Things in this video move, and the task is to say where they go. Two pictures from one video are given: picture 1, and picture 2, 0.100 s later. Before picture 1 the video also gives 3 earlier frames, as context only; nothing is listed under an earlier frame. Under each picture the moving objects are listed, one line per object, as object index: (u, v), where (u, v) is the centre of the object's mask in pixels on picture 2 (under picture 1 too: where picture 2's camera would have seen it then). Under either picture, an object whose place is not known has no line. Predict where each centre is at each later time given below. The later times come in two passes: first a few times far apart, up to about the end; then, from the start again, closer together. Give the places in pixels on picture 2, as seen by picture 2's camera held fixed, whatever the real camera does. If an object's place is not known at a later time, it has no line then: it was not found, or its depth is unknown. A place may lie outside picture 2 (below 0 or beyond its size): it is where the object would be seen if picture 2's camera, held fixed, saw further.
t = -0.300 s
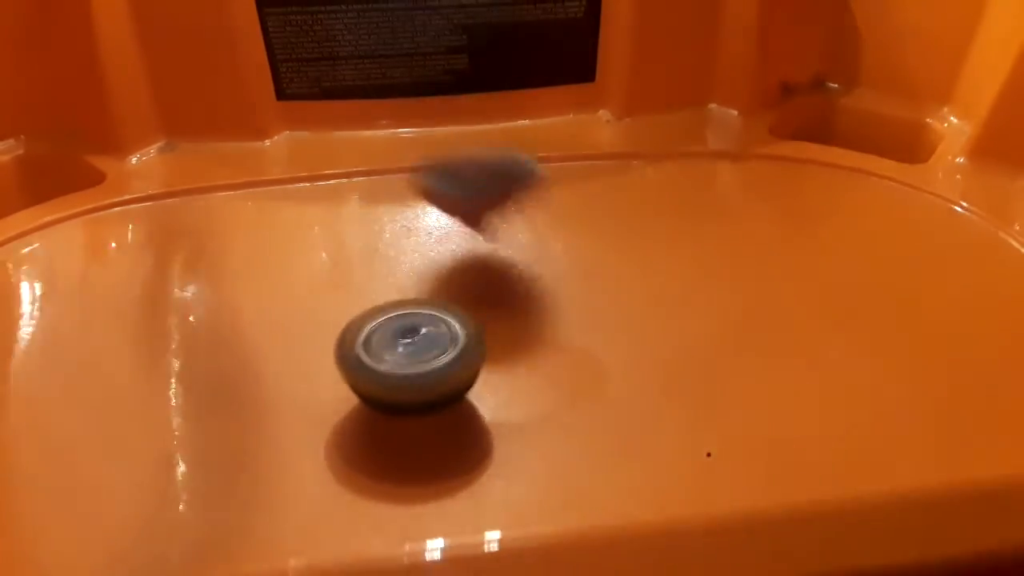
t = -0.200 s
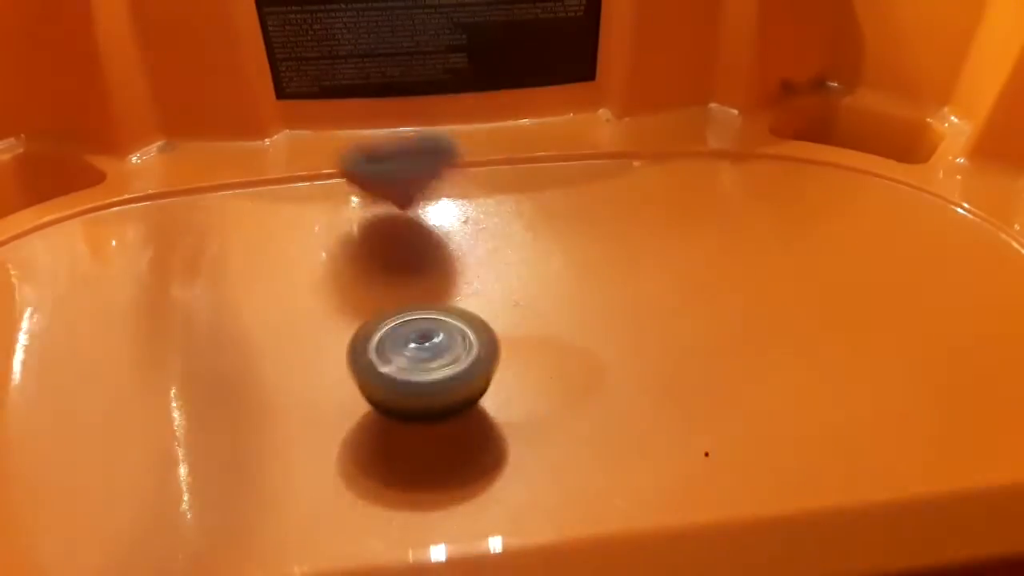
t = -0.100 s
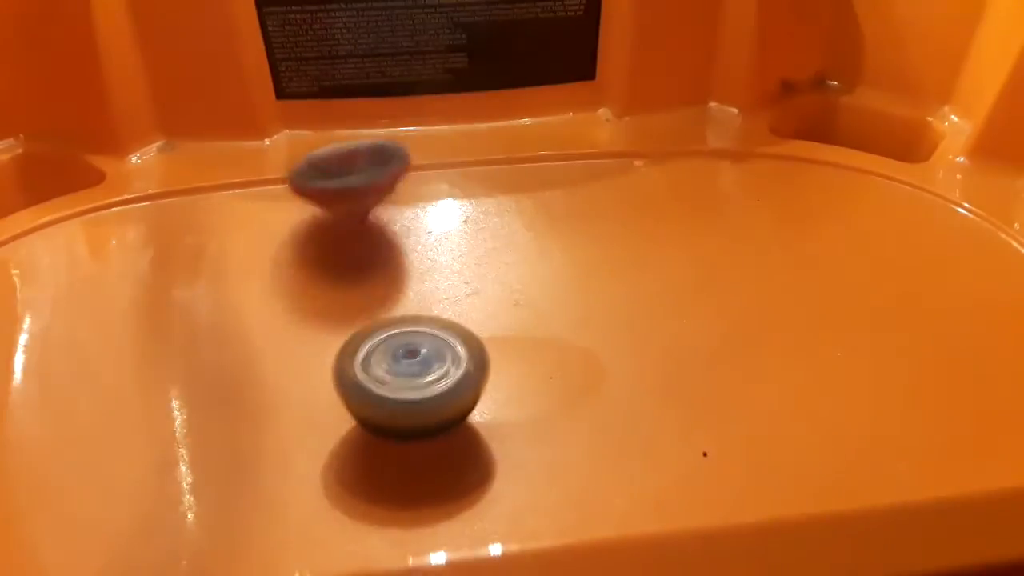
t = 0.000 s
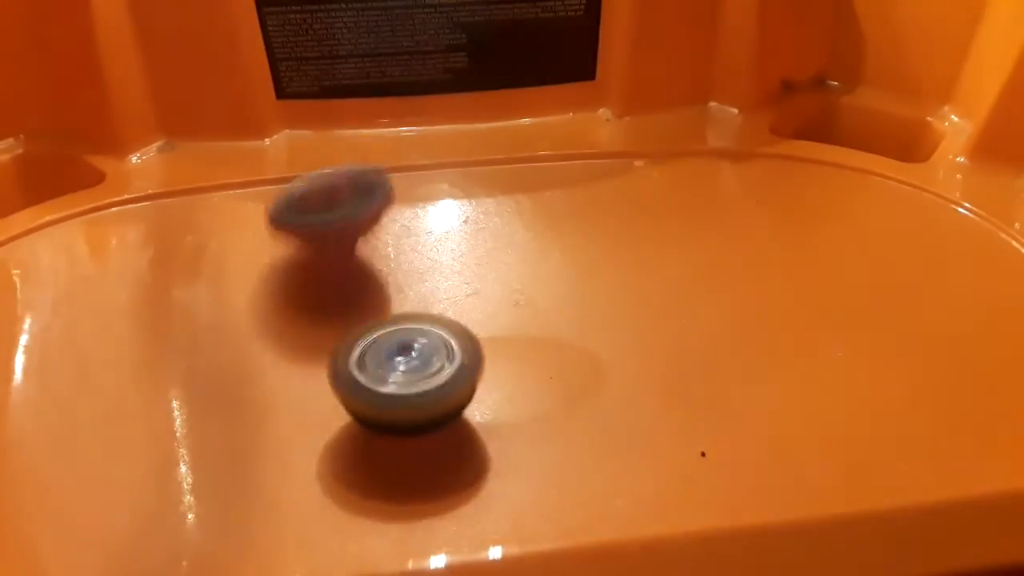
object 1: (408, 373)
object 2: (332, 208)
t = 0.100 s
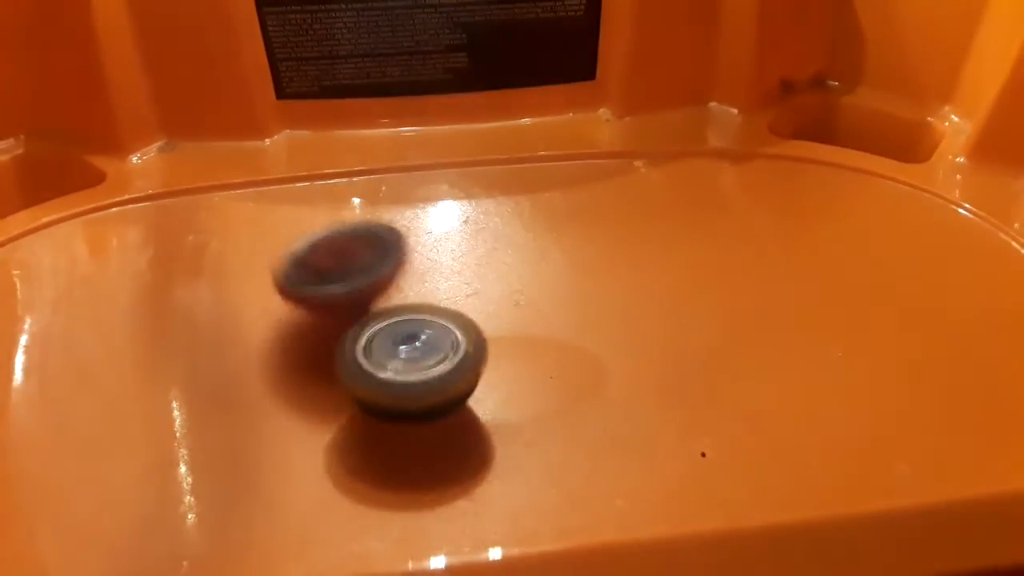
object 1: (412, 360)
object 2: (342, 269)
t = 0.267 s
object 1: (434, 382)
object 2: (335, 290)
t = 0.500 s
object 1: (456, 365)
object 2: (441, 240)
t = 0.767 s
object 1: (457, 378)
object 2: (560, 185)
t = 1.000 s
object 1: (456, 377)
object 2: (671, 197)
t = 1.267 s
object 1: (453, 376)
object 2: (591, 299)
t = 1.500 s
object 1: (367, 415)
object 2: (543, 265)
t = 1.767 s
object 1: (385, 410)
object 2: (537, 268)
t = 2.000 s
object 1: (393, 401)
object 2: (469, 294)
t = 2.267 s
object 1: (372, 423)
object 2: (424, 268)
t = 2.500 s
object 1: (394, 411)
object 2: (444, 270)
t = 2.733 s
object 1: (421, 406)
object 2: (431, 294)
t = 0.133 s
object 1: (418, 364)
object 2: (345, 278)
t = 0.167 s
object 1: (428, 372)
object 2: (338, 284)
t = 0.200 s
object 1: (432, 380)
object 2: (333, 281)
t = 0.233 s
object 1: (434, 383)
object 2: (333, 290)
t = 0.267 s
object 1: (434, 382)
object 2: (335, 290)
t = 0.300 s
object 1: (434, 380)
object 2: (342, 287)
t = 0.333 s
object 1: (436, 377)
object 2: (352, 283)
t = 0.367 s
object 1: (436, 373)
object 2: (369, 273)
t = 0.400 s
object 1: (439, 369)
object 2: (386, 269)
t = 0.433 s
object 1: (444, 367)
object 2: (405, 260)
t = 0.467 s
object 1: (449, 366)
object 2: (425, 251)
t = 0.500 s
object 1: (456, 365)
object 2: (441, 240)
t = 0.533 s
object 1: (459, 366)
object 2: (457, 227)
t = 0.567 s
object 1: (462, 366)
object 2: (472, 217)
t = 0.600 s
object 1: (462, 369)
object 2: (488, 207)
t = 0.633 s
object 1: (461, 371)
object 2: (504, 200)
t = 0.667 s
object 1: (460, 373)
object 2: (519, 194)
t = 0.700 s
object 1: (459, 375)
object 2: (532, 190)
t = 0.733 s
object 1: (458, 377)
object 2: (545, 188)
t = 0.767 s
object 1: (457, 378)
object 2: (560, 185)
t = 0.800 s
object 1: (456, 378)
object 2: (576, 181)
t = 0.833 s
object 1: (455, 378)
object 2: (593, 180)
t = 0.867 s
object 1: (455, 377)
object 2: (610, 181)
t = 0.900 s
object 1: (455, 377)
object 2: (627, 182)
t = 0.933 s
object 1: (455, 377)
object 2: (643, 182)
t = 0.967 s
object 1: (456, 376)
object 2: (659, 189)
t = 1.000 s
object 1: (456, 377)
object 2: (671, 197)
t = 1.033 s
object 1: (457, 377)
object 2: (679, 208)
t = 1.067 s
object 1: (458, 378)
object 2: (681, 220)
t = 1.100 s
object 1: (457, 378)
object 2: (678, 235)
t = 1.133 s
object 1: (457, 378)
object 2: (668, 250)
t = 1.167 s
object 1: (455, 378)
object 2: (655, 264)
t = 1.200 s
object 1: (454, 377)
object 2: (637, 278)
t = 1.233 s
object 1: (454, 376)
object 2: (615, 290)
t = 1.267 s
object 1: (453, 376)
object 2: (591, 299)
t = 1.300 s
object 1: (450, 377)
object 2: (567, 303)
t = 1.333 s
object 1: (423, 391)
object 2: (559, 290)
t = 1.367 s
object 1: (399, 404)
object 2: (554, 280)
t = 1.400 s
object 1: (380, 413)
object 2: (550, 275)
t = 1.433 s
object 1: (370, 416)
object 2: (548, 272)
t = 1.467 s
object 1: (367, 416)
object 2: (545, 268)
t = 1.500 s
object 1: (367, 415)
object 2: (543, 265)
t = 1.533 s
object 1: (369, 414)
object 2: (543, 263)
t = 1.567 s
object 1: (371, 414)
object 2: (543, 260)
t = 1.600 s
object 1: (374, 414)
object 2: (543, 259)
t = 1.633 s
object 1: (376, 413)
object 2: (542, 258)
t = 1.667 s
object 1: (379, 412)
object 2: (542, 259)
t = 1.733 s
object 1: (383, 411)
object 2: (540, 264)
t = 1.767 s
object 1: (385, 410)
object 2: (537, 268)
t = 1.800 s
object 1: (387, 409)
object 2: (532, 271)
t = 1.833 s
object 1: (388, 407)
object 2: (526, 276)
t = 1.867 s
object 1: (390, 406)
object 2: (519, 280)
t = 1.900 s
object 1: (390, 406)
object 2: (512, 285)
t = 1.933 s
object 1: (391, 404)
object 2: (502, 289)
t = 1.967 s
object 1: (392, 403)
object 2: (488, 291)
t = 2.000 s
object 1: (393, 401)
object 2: (469, 294)
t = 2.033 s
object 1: (394, 400)
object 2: (451, 297)
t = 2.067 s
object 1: (391, 405)
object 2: (434, 295)
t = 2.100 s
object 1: (380, 418)
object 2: (427, 286)
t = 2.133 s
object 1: (370, 426)
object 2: (423, 282)
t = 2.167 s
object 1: (367, 427)
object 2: (422, 278)
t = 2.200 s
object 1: (368, 425)
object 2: (422, 274)
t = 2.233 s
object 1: (370, 424)
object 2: (423, 271)
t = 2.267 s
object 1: (372, 423)
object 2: (424, 268)
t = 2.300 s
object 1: (374, 422)
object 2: (426, 266)
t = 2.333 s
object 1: (377, 420)
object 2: (427, 264)
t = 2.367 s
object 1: (380, 418)
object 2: (430, 263)
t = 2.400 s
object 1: (383, 416)
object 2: (433, 263)
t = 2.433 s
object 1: (386, 415)
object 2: (437, 264)
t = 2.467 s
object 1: (390, 413)
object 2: (441, 266)
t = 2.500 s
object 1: (394, 411)
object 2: (444, 270)
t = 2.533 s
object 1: (397, 410)
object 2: (446, 273)
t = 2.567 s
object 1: (402, 408)
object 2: (447, 278)
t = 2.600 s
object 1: (406, 406)
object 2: (447, 283)
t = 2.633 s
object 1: (409, 404)
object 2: (446, 288)
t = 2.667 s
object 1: (414, 402)
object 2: (446, 292)
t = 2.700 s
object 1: (418, 401)
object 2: (441, 295)
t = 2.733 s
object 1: (421, 406)
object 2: (431, 294)
